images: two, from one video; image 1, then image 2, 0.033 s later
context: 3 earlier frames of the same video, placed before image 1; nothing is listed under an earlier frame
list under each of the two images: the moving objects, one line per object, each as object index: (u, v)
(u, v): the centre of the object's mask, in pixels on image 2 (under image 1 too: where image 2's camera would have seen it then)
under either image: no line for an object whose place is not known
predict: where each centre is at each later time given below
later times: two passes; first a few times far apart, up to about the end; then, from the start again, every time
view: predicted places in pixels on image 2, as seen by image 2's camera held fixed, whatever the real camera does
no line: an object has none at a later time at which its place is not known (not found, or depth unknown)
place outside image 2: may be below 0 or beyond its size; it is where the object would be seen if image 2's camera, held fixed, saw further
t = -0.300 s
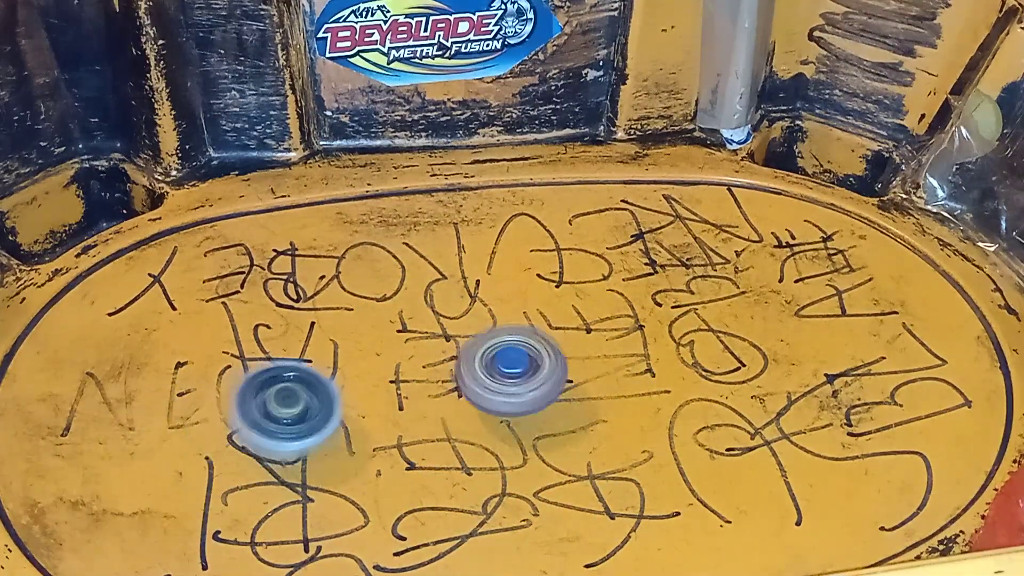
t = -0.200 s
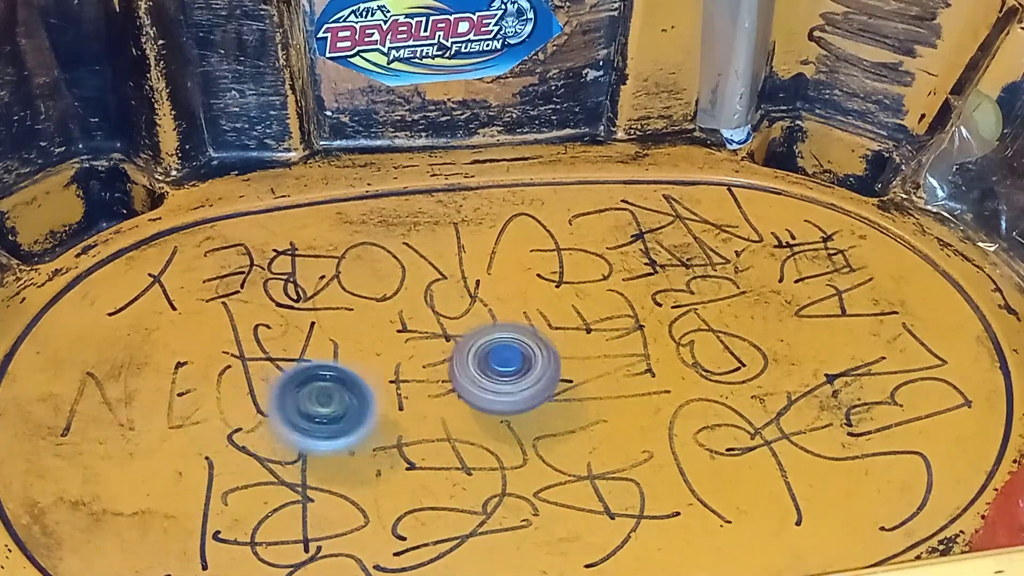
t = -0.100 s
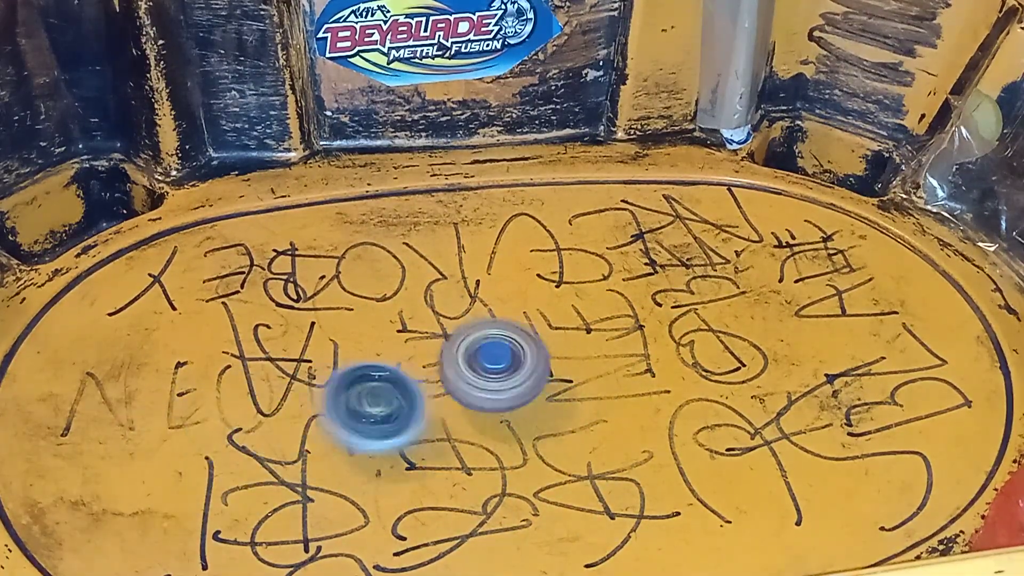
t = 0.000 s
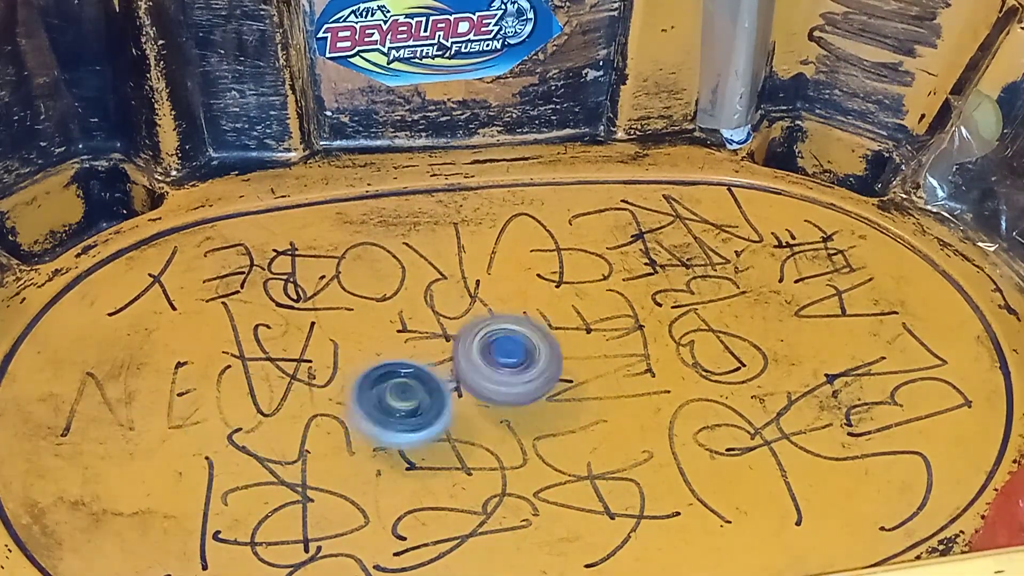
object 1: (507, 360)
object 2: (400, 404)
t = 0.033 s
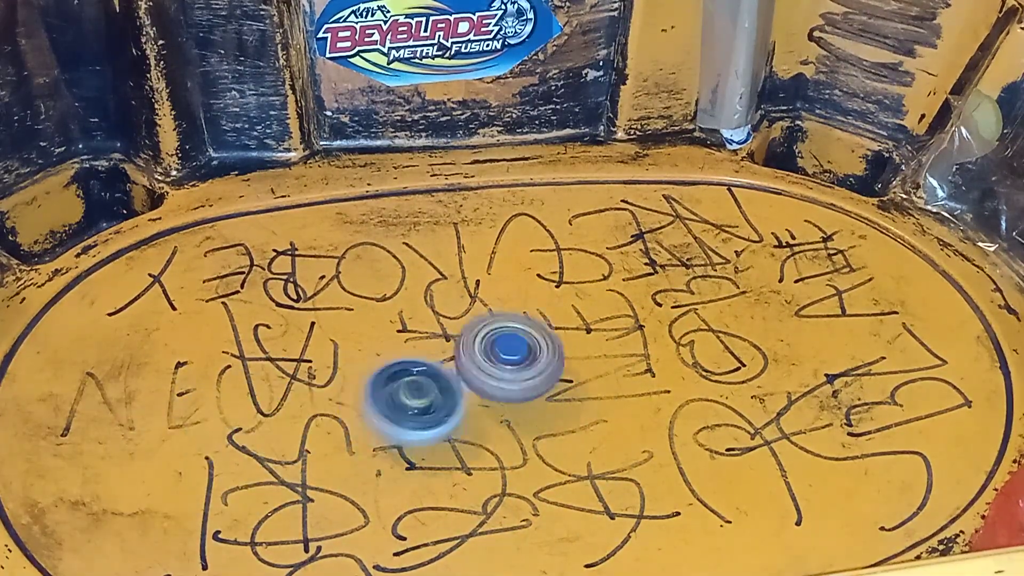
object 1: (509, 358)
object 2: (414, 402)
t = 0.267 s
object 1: (573, 320)
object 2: (399, 425)
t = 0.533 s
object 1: (570, 329)
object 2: (450, 391)
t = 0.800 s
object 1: (563, 323)
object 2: (403, 343)
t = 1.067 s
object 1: (547, 328)
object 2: (356, 400)
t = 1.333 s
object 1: (519, 335)
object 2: (438, 426)
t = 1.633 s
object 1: (568, 247)
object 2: (472, 519)
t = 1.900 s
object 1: (585, 265)
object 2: (543, 473)
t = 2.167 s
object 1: (574, 306)
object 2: (485, 380)
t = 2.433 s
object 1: (550, 358)
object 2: (396, 311)
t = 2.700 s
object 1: (549, 411)
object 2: (342, 302)
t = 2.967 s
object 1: (544, 437)
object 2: (398, 333)
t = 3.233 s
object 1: (524, 428)
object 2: (493, 324)
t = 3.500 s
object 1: (486, 398)
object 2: (563, 308)
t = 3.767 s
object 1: (438, 383)
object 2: (583, 316)
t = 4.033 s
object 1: (397, 373)
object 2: (589, 361)
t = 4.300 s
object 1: (404, 374)
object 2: (597, 410)
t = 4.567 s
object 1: (445, 382)
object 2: (566, 413)
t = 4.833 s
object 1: (356, 349)
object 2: (662, 388)
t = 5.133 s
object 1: (384, 316)
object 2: (577, 339)
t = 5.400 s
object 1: (321, 293)
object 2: (598, 333)
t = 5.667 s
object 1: (267, 286)
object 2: (608, 311)
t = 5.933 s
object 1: (297, 302)
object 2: (542, 338)
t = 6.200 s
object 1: (379, 313)
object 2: (467, 380)
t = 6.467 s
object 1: (452, 302)
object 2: (382, 430)
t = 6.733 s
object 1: (489, 281)
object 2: (335, 475)
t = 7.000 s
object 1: (487, 283)
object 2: (372, 453)
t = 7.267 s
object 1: (471, 316)
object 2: (400, 395)
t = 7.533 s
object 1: (512, 322)
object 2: (431, 373)
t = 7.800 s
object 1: (573, 306)
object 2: (426, 367)
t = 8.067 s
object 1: (575, 299)
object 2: (437, 341)
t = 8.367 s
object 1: (544, 322)
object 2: (438, 341)
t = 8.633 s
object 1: (536, 353)
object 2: (432, 369)
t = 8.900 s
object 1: (556, 381)
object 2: (437, 402)
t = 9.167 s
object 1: (583, 384)
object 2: (456, 404)
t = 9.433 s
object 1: (577, 374)
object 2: (426, 395)
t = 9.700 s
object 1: (539, 375)
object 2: (425, 367)
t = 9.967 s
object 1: (531, 406)
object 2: (409, 359)
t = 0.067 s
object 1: (522, 350)
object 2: (407, 407)
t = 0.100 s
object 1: (542, 341)
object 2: (395, 412)
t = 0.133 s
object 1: (556, 332)
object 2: (392, 417)
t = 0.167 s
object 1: (564, 325)
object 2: (391, 420)
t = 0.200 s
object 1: (569, 321)
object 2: (392, 422)
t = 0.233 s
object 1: (572, 320)
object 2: (394, 424)
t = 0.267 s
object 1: (573, 320)
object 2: (399, 425)
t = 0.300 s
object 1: (575, 321)
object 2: (406, 424)
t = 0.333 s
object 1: (575, 322)
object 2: (412, 423)
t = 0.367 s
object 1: (576, 324)
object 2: (420, 420)
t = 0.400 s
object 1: (576, 326)
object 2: (427, 417)
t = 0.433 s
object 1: (576, 328)
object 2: (435, 412)
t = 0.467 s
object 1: (575, 329)
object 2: (442, 406)
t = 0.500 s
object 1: (573, 329)
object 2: (448, 399)
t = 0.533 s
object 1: (570, 329)
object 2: (450, 391)
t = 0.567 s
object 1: (567, 329)
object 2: (449, 381)
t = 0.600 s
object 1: (562, 329)
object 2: (448, 371)
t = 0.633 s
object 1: (558, 329)
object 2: (449, 362)
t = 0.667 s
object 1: (553, 329)
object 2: (448, 354)
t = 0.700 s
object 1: (550, 328)
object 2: (446, 347)
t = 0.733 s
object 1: (558, 325)
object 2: (430, 344)
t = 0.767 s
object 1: (562, 323)
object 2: (417, 343)
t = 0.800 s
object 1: (563, 323)
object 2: (403, 343)
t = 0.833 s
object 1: (563, 324)
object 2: (391, 346)
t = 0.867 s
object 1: (562, 325)
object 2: (382, 352)
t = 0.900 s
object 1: (561, 326)
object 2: (374, 359)
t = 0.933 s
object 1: (560, 327)
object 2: (369, 368)
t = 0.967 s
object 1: (557, 327)
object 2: (364, 376)
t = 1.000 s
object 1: (554, 327)
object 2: (359, 384)
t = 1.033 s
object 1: (551, 327)
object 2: (357, 392)
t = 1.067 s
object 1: (547, 328)
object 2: (356, 400)
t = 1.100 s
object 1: (544, 328)
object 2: (359, 407)
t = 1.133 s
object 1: (540, 329)
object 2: (364, 415)
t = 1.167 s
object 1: (536, 329)
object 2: (371, 421)
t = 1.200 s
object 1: (533, 330)
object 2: (381, 426)
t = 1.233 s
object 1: (529, 331)
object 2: (395, 428)
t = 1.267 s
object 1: (526, 332)
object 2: (409, 428)
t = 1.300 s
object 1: (522, 333)
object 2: (424, 429)
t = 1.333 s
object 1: (519, 335)
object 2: (438, 426)
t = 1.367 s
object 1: (516, 337)
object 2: (454, 423)
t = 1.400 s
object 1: (513, 338)
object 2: (469, 417)
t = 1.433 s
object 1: (522, 322)
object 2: (461, 441)
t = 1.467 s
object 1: (535, 299)
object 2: (448, 467)
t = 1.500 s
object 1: (545, 278)
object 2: (441, 488)
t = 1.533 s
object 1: (553, 263)
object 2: (440, 501)
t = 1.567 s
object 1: (558, 253)
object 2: (447, 509)
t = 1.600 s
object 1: (563, 249)
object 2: (459, 515)
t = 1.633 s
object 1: (568, 247)
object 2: (472, 519)
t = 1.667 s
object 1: (572, 248)
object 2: (486, 520)
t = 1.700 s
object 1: (576, 249)
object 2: (500, 520)
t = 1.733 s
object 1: (579, 250)
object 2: (512, 517)
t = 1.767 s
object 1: (581, 252)
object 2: (523, 511)
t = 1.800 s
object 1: (583, 255)
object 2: (532, 503)
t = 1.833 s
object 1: (584, 257)
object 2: (538, 495)
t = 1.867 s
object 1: (585, 261)
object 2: (541, 484)
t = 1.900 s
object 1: (585, 265)
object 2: (543, 473)
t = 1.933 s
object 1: (585, 269)
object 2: (542, 461)
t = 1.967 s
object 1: (584, 273)
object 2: (539, 449)
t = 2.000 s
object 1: (583, 277)
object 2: (534, 437)
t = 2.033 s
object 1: (583, 282)
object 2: (527, 425)
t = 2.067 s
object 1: (580, 288)
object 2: (519, 412)
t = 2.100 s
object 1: (578, 292)
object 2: (508, 401)
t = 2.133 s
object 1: (576, 299)
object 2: (497, 391)
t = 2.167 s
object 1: (574, 306)
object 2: (485, 380)
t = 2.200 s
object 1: (572, 313)
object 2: (473, 369)
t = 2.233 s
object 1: (569, 320)
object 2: (463, 359)
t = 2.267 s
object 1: (566, 327)
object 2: (453, 349)
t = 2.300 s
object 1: (563, 333)
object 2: (442, 340)
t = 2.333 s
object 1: (560, 339)
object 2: (430, 331)
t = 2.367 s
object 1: (556, 345)
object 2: (419, 323)
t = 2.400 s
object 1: (553, 351)
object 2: (407, 316)
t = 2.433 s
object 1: (550, 358)
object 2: (396, 311)
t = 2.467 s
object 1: (548, 364)
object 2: (385, 307)
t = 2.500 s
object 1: (547, 371)
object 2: (373, 304)
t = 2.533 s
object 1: (546, 377)
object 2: (365, 301)
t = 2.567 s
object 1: (546, 384)
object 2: (359, 300)
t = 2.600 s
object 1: (547, 391)
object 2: (353, 300)
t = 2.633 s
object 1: (548, 398)
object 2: (348, 300)
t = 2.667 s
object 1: (549, 406)
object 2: (344, 301)
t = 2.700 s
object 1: (549, 411)
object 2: (342, 302)
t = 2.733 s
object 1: (549, 417)
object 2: (342, 304)
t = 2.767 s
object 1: (549, 421)
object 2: (344, 307)
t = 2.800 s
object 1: (548, 425)
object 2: (350, 310)
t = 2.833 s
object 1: (548, 429)
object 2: (356, 313)
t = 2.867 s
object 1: (547, 432)
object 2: (364, 317)
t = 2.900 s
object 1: (546, 434)
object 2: (375, 323)
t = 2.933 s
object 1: (545, 436)
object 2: (385, 327)
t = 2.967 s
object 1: (544, 437)
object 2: (398, 333)
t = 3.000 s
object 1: (542, 437)
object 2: (410, 335)
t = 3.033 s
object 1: (540, 437)
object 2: (422, 336)
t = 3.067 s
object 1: (539, 437)
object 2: (434, 336)
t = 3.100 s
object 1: (536, 437)
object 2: (447, 333)
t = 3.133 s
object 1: (534, 436)
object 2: (458, 332)
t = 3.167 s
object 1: (530, 433)
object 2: (470, 329)
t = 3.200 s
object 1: (527, 431)
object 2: (481, 326)
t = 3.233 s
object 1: (524, 428)
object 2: (493, 324)
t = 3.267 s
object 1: (520, 425)
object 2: (504, 322)
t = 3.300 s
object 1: (517, 422)
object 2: (514, 319)
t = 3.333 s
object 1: (512, 419)
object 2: (525, 316)
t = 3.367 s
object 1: (507, 414)
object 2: (533, 314)
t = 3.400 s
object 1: (501, 409)
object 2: (543, 312)
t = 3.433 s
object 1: (495, 405)
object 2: (550, 310)
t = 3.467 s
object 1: (491, 401)
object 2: (557, 309)
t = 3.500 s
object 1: (486, 398)
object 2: (563, 308)
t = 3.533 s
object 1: (482, 395)
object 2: (568, 307)
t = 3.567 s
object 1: (476, 392)
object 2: (571, 306)
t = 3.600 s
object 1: (471, 390)
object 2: (574, 307)
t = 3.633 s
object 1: (465, 388)
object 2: (577, 308)
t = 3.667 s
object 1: (459, 386)
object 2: (579, 309)
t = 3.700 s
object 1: (452, 384)
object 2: (580, 311)
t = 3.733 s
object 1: (446, 383)
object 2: (582, 314)
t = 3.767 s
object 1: (438, 383)
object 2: (583, 316)
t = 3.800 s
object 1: (431, 382)
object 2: (584, 319)
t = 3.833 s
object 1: (424, 382)
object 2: (583, 324)
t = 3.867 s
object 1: (418, 381)
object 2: (582, 329)
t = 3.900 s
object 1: (412, 379)
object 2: (579, 334)
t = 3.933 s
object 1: (407, 377)
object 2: (581, 340)
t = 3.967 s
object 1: (403, 375)
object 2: (584, 347)
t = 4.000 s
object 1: (400, 374)
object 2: (587, 354)
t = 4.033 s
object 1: (397, 373)
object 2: (589, 361)
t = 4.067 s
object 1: (395, 372)
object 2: (591, 368)
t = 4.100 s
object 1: (395, 371)
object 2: (592, 376)
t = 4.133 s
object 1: (394, 371)
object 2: (592, 384)
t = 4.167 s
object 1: (395, 371)
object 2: (590, 392)
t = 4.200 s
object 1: (396, 372)
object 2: (590, 399)
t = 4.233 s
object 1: (398, 372)
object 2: (592, 403)
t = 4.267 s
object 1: (401, 373)
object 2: (595, 407)
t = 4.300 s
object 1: (404, 374)
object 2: (597, 410)
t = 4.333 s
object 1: (408, 374)
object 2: (597, 412)
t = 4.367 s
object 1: (412, 374)
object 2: (597, 414)
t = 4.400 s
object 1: (417, 375)
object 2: (595, 415)
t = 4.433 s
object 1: (422, 376)
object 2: (592, 415)
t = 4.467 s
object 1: (428, 377)
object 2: (587, 415)
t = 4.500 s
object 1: (434, 377)
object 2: (581, 415)
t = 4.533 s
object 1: (439, 379)
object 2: (575, 414)
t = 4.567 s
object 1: (445, 382)
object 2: (566, 413)
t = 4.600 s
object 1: (449, 384)
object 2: (562, 412)
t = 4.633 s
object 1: (418, 379)
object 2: (600, 416)
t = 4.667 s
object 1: (390, 373)
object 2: (626, 416)
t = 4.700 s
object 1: (370, 368)
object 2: (640, 413)
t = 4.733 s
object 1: (359, 362)
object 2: (650, 408)
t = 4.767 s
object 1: (354, 358)
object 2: (656, 402)
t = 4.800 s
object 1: (354, 353)
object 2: (661, 395)
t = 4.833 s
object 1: (356, 349)
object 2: (662, 388)
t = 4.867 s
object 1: (359, 344)
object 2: (660, 380)
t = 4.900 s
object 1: (361, 339)
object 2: (656, 372)
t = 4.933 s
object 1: (363, 335)
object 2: (650, 365)
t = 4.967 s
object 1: (367, 331)
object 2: (641, 358)
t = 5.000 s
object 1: (370, 328)
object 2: (630, 351)
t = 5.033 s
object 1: (373, 324)
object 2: (617, 347)
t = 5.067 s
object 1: (376, 321)
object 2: (604, 343)
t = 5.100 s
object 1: (380, 319)
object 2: (589, 340)
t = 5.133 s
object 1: (384, 316)
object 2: (577, 339)
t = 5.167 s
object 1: (389, 315)
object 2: (565, 338)
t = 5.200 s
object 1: (393, 313)
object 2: (552, 336)
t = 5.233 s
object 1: (397, 312)
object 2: (539, 335)
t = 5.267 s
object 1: (401, 311)
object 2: (526, 333)
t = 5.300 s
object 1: (406, 311)
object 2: (513, 331)
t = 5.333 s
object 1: (388, 309)
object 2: (530, 331)
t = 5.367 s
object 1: (353, 300)
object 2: (568, 332)
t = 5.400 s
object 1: (321, 293)
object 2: (598, 333)
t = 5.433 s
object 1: (297, 288)
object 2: (616, 333)
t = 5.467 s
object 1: (282, 286)
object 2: (624, 330)
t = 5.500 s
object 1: (273, 285)
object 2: (627, 326)
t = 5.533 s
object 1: (269, 285)
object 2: (626, 321)
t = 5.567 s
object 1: (267, 285)
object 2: (624, 317)
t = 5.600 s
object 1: (267, 285)
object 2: (621, 314)
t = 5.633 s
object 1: (267, 285)
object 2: (615, 312)
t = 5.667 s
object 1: (267, 286)
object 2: (608, 311)
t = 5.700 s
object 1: (268, 287)
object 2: (601, 311)
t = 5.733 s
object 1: (270, 288)
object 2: (592, 313)
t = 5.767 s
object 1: (273, 290)
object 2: (585, 315)
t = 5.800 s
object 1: (276, 292)
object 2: (574, 318)
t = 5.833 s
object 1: (280, 293)
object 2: (565, 323)
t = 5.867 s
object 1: (284, 296)
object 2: (556, 327)
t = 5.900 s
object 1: (291, 299)
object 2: (548, 332)
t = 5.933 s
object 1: (297, 302)
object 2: (542, 338)
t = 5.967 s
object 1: (305, 304)
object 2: (535, 344)
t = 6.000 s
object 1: (314, 307)
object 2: (527, 349)
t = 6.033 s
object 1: (324, 309)
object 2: (519, 354)
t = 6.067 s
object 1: (334, 310)
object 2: (509, 359)
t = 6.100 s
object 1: (345, 311)
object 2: (499, 365)
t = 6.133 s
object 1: (355, 312)
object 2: (489, 370)
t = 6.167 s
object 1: (366, 313)
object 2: (478, 375)
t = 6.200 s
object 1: (379, 313)
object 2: (467, 380)
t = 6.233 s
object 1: (390, 313)
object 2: (454, 385)
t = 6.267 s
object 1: (402, 312)
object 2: (442, 389)
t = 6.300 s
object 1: (412, 311)
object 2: (430, 395)
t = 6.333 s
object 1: (421, 310)
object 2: (421, 401)
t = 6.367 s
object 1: (430, 308)
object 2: (412, 408)
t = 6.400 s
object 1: (438, 307)
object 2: (401, 416)
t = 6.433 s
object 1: (446, 304)
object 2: (392, 423)
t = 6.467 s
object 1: (452, 302)
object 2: (382, 430)
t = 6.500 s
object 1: (460, 300)
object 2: (373, 437)
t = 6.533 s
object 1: (465, 298)
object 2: (363, 444)
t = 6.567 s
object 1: (471, 295)
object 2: (355, 450)
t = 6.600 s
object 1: (475, 292)
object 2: (348, 456)
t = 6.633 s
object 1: (480, 289)
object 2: (342, 461)
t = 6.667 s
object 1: (484, 286)
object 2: (338, 466)
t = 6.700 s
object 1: (487, 283)
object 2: (335, 472)
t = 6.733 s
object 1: (489, 281)
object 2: (335, 475)
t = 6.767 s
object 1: (490, 280)
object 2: (337, 477)
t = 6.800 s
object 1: (491, 278)
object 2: (340, 478)
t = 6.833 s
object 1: (491, 278)
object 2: (345, 477)
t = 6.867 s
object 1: (491, 278)
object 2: (351, 474)
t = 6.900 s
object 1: (490, 278)
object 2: (356, 471)
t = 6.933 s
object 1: (489, 279)
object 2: (362, 465)
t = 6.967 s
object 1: (488, 281)
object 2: (368, 459)
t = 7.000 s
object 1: (487, 283)
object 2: (372, 453)
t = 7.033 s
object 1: (485, 285)
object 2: (376, 444)
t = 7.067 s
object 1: (483, 288)
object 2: (379, 437)
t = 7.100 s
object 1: (480, 292)
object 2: (383, 430)
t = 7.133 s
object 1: (478, 296)
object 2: (385, 422)
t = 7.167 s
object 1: (476, 301)
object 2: (388, 415)
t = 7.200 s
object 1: (474, 306)
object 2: (392, 409)
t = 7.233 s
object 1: (472, 311)
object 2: (395, 402)
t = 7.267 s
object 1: (471, 316)
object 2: (400, 395)
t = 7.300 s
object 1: (469, 322)
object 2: (406, 389)
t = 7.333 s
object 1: (475, 321)
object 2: (406, 390)
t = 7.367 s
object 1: (485, 317)
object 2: (406, 392)
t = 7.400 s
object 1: (493, 316)
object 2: (411, 390)
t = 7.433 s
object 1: (498, 317)
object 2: (418, 388)
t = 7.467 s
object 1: (503, 319)
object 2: (424, 385)
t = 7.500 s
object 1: (508, 322)
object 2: (429, 379)
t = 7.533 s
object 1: (512, 322)
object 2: (431, 373)
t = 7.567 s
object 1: (526, 319)
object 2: (423, 372)
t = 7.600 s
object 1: (540, 314)
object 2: (419, 371)
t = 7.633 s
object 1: (548, 313)
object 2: (417, 371)
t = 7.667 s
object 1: (554, 312)
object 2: (417, 371)
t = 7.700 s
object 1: (559, 310)
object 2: (418, 371)
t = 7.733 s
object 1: (564, 309)
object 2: (420, 371)
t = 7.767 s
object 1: (569, 308)
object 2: (422, 371)
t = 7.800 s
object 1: (573, 306)
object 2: (426, 367)
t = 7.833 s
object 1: (576, 304)
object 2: (430, 362)
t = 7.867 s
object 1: (579, 303)
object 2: (433, 357)
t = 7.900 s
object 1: (580, 301)
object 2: (436, 352)
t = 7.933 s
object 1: (581, 299)
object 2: (435, 349)
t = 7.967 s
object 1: (580, 299)
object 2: (435, 347)
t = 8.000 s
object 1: (579, 299)
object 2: (435, 345)
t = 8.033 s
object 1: (577, 299)
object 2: (436, 343)
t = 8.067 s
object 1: (575, 299)
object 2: (437, 341)
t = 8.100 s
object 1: (572, 300)
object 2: (438, 340)
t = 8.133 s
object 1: (569, 301)
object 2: (439, 338)
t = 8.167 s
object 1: (565, 303)
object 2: (440, 337)
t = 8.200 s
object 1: (561, 305)
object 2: (442, 337)
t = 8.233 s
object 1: (555, 309)
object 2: (443, 337)
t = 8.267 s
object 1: (550, 312)
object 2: (445, 337)
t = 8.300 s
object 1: (545, 315)
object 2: (446, 337)
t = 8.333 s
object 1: (545, 318)
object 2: (442, 339)
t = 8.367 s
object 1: (544, 322)
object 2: (438, 341)
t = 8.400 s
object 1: (542, 326)
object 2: (436, 344)
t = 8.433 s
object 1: (539, 330)
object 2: (434, 349)
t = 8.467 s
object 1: (536, 334)
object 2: (432, 354)
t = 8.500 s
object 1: (534, 338)
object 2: (432, 359)
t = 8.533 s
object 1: (535, 341)
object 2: (431, 362)
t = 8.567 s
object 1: (535, 345)
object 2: (431, 364)
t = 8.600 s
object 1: (535, 349)
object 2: (432, 367)
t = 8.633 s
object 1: (536, 353)
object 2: (432, 369)
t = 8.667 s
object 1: (537, 359)
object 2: (431, 372)
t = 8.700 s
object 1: (539, 363)
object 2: (429, 374)
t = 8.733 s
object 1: (541, 367)
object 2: (429, 377)
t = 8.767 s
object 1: (543, 371)
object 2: (426, 380)
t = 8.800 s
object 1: (546, 373)
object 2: (425, 384)
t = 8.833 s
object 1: (549, 376)
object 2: (427, 391)
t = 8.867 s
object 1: (552, 379)
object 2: (432, 398)
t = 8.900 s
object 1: (556, 381)
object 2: (437, 402)
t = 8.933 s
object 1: (558, 383)
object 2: (443, 405)
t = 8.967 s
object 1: (562, 384)
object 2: (449, 408)
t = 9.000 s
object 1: (565, 385)
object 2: (456, 409)
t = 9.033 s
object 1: (571, 386)
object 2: (456, 410)
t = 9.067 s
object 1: (576, 386)
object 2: (456, 409)
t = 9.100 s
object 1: (579, 385)
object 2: (457, 408)
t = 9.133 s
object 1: (581, 384)
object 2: (457, 407)
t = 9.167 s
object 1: (583, 384)
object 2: (456, 404)
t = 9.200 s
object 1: (585, 383)
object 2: (450, 400)
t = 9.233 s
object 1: (587, 381)
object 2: (442, 397)
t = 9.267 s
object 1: (587, 380)
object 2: (435, 394)
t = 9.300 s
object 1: (586, 378)
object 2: (430, 393)
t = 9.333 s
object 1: (585, 377)
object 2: (428, 394)
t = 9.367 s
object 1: (583, 376)
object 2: (427, 395)
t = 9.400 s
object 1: (580, 375)
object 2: (426, 395)
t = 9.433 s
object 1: (577, 374)
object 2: (426, 395)
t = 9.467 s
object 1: (574, 373)
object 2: (427, 395)
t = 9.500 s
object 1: (570, 373)
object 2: (429, 393)
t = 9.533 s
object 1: (566, 372)
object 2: (431, 392)
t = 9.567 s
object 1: (561, 372)
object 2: (432, 389)
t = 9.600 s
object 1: (556, 372)
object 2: (431, 383)
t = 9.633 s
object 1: (551, 373)
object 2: (428, 377)
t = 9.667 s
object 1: (545, 374)
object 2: (426, 372)
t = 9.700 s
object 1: (539, 375)
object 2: (425, 367)
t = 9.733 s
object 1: (533, 377)
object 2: (423, 364)
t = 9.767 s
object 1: (527, 379)
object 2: (421, 363)
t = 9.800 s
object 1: (522, 382)
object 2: (419, 363)
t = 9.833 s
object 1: (526, 387)
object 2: (415, 361)
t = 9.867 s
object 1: (530, 392)
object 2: (412, 360)
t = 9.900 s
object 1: (531, 398)
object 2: (409, 359)
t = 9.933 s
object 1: (531, 401)
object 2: (409, 359)
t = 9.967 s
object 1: (531, 406)
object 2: (409, 359)
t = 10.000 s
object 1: (530, 409)
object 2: (410, 359)
